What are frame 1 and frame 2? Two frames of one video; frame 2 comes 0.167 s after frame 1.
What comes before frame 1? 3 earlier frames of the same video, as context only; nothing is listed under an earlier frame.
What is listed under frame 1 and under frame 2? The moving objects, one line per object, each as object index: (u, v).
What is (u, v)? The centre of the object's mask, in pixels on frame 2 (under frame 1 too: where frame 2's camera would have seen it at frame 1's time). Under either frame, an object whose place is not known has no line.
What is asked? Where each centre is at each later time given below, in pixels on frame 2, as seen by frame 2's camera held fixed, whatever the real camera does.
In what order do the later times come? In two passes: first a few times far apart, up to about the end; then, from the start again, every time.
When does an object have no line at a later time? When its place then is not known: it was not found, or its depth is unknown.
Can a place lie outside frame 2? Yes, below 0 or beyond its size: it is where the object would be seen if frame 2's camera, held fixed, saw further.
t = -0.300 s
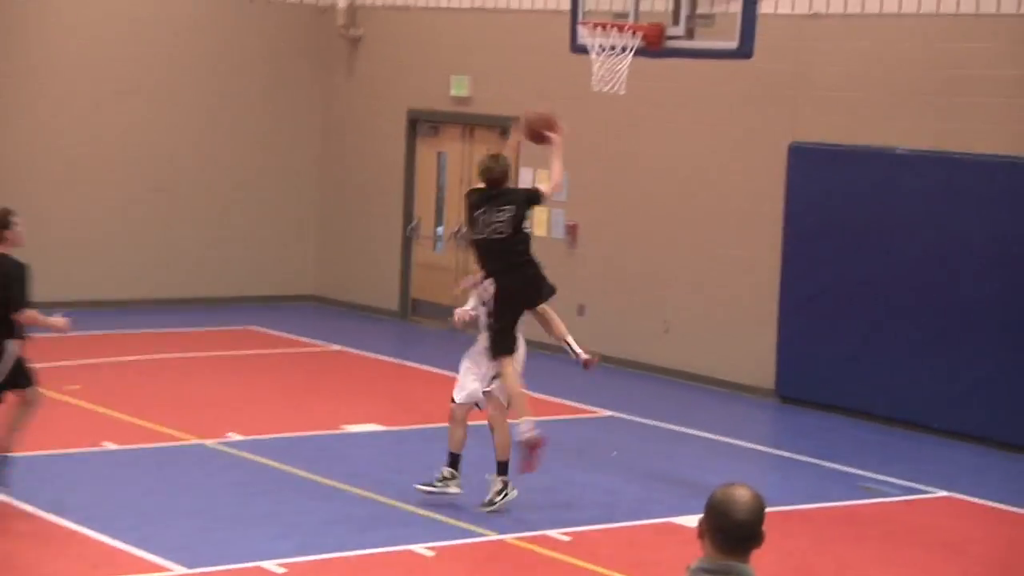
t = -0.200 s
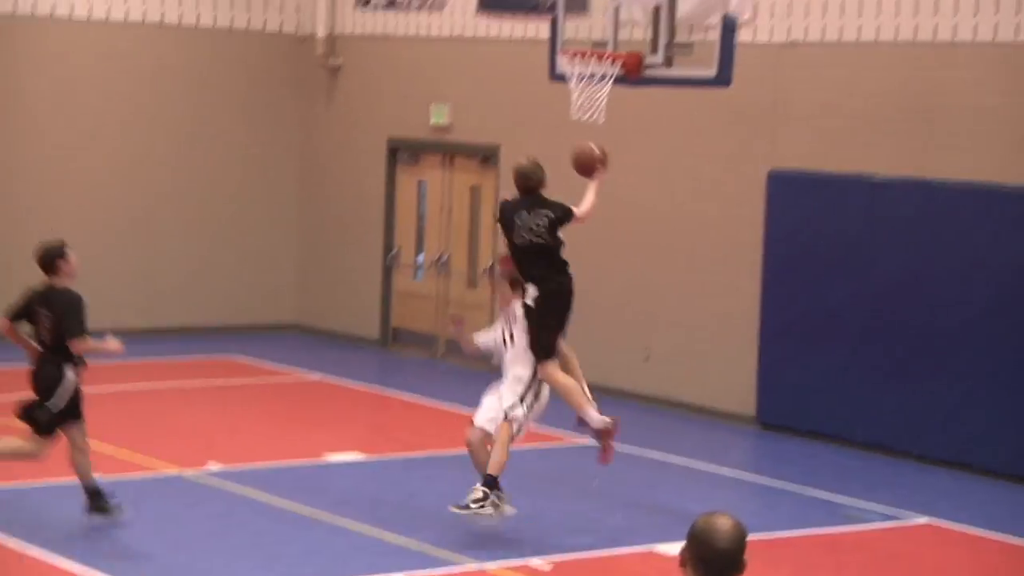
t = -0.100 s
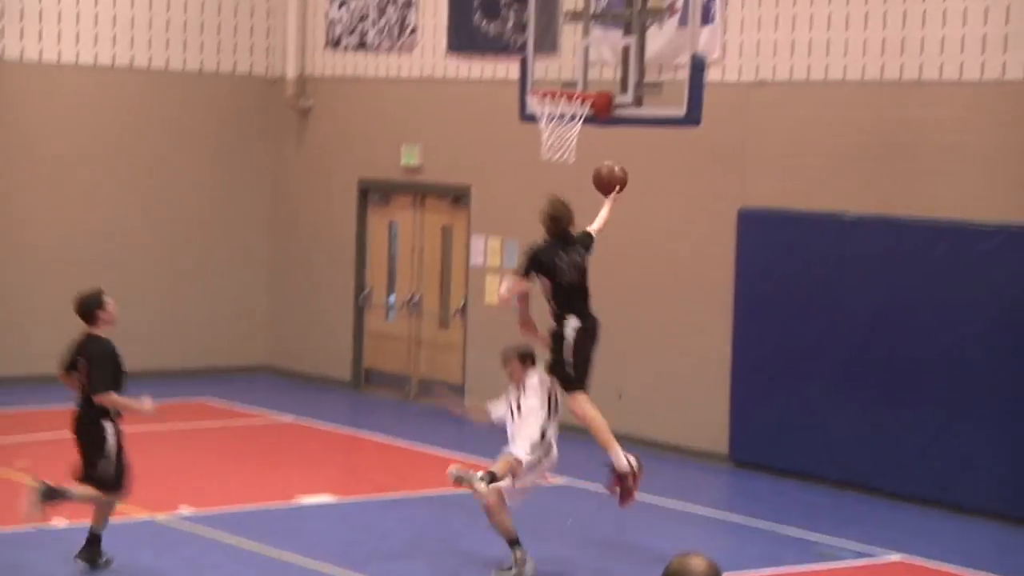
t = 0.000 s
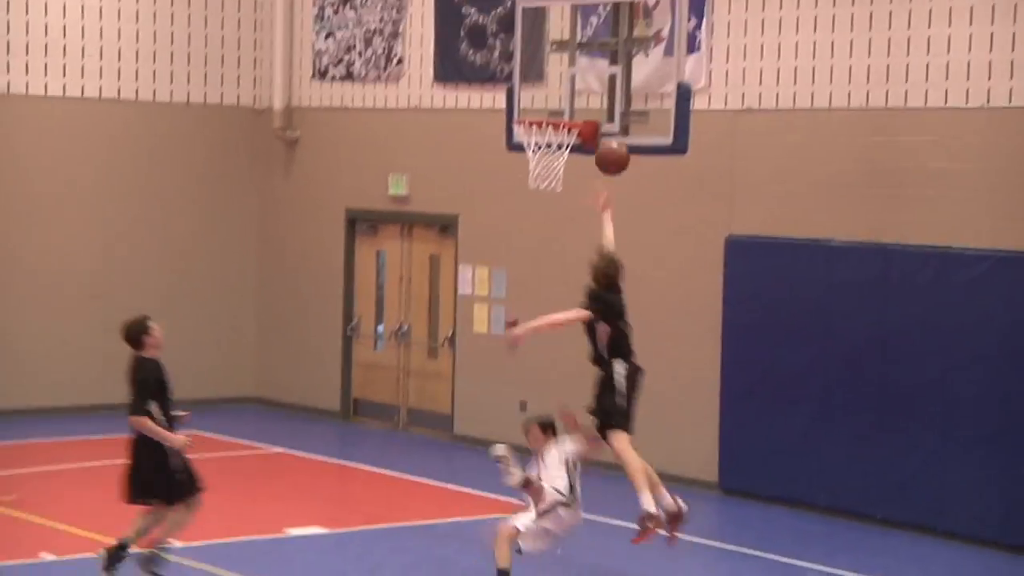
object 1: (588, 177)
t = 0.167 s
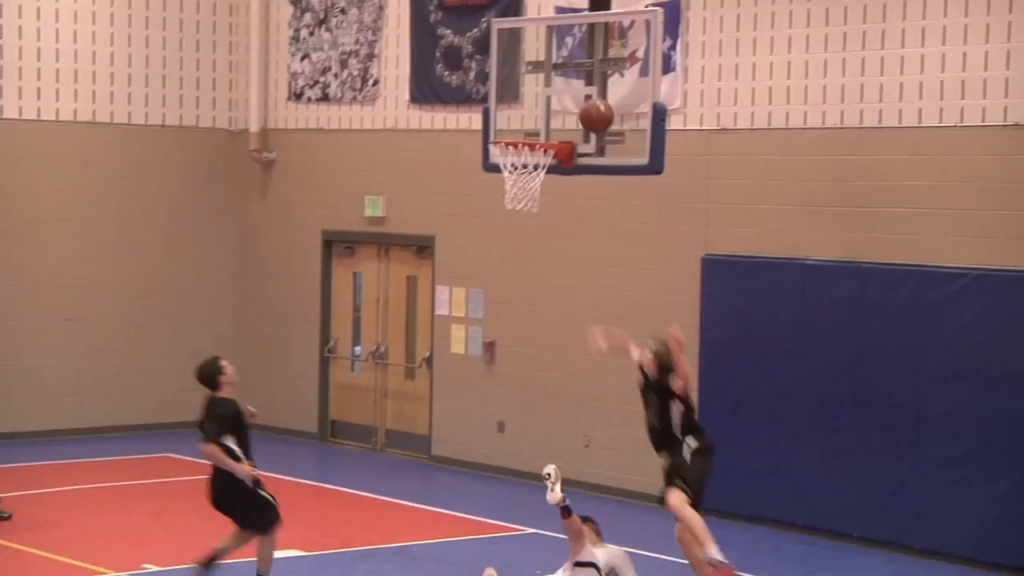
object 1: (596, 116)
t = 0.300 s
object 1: (591, 91)
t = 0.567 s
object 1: (543, 98)
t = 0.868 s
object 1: (521, 143)
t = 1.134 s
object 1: (532, 171)
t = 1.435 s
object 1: (520, 224)
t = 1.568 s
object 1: (513, 281)
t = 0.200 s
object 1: (598, 109)
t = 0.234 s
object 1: (599, 103)
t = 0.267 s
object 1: (597, 96)
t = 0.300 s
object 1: (591, 91)
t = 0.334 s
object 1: (585, 85)
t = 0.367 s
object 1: (579, 83)
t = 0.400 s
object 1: (573, 81)
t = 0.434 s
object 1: (567, 81)
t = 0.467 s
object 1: (561, 83)
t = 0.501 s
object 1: (555, 86)
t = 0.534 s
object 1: (549, 92)
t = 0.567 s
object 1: (543, 98)
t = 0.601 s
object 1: (537, 107)
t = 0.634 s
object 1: (531, 116)
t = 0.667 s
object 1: (525, 126)
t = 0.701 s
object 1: (524, 126)
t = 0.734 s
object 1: (523, 127)
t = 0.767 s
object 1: (522, 129)
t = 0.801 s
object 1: (521, 130)
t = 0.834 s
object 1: (520, 140)
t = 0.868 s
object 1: (521, 143)
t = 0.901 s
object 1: (521, 146)
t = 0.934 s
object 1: (525, 150)
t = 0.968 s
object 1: (528, 156)
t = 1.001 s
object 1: (531, 160)
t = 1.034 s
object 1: (533, 166)
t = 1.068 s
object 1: (534, 169)
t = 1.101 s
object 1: (534, 171)
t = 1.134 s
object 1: (532, 171)
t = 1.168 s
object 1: (532, 165)
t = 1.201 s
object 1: (525, 178)
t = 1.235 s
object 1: (527, 191)
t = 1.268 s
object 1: (532, 196)
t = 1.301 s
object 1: (529, 201)
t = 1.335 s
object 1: (527, 205)
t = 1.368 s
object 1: (524, 211)
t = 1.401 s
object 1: (522, 216)
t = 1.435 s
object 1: (520, 224)
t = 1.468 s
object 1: (519, 235)
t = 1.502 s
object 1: (517, 249)
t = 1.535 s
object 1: (515, 264)
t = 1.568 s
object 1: (513, 281)
